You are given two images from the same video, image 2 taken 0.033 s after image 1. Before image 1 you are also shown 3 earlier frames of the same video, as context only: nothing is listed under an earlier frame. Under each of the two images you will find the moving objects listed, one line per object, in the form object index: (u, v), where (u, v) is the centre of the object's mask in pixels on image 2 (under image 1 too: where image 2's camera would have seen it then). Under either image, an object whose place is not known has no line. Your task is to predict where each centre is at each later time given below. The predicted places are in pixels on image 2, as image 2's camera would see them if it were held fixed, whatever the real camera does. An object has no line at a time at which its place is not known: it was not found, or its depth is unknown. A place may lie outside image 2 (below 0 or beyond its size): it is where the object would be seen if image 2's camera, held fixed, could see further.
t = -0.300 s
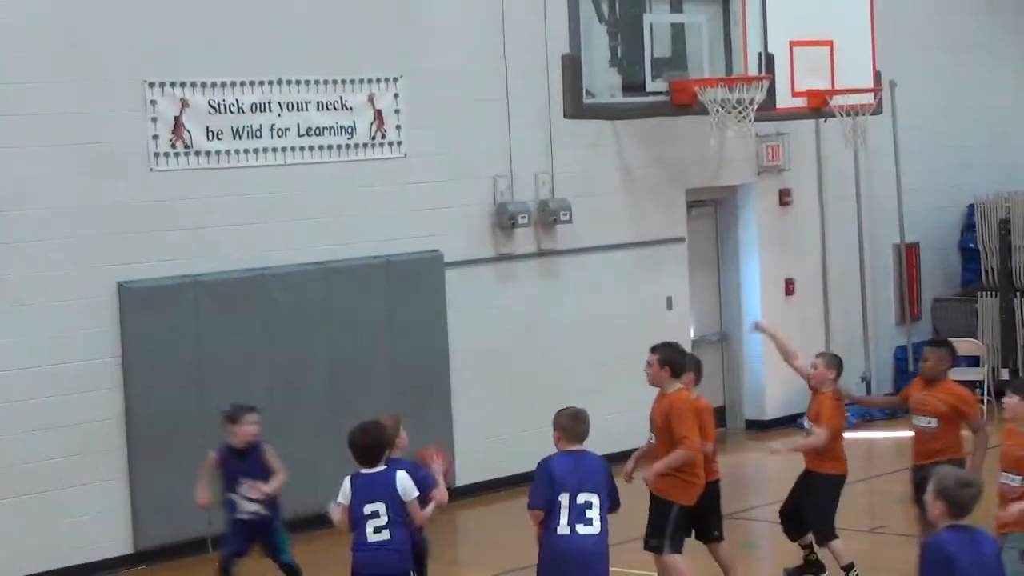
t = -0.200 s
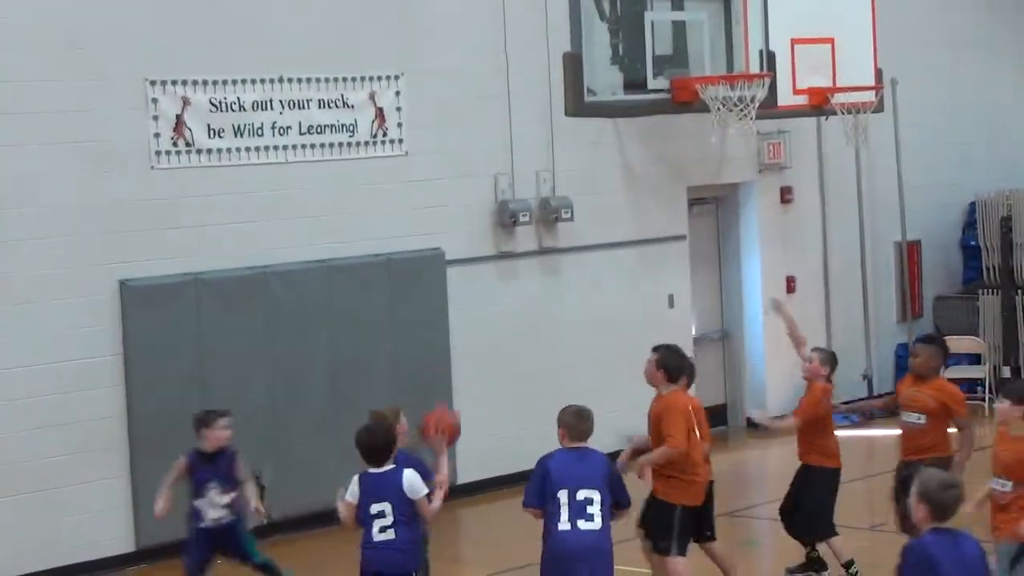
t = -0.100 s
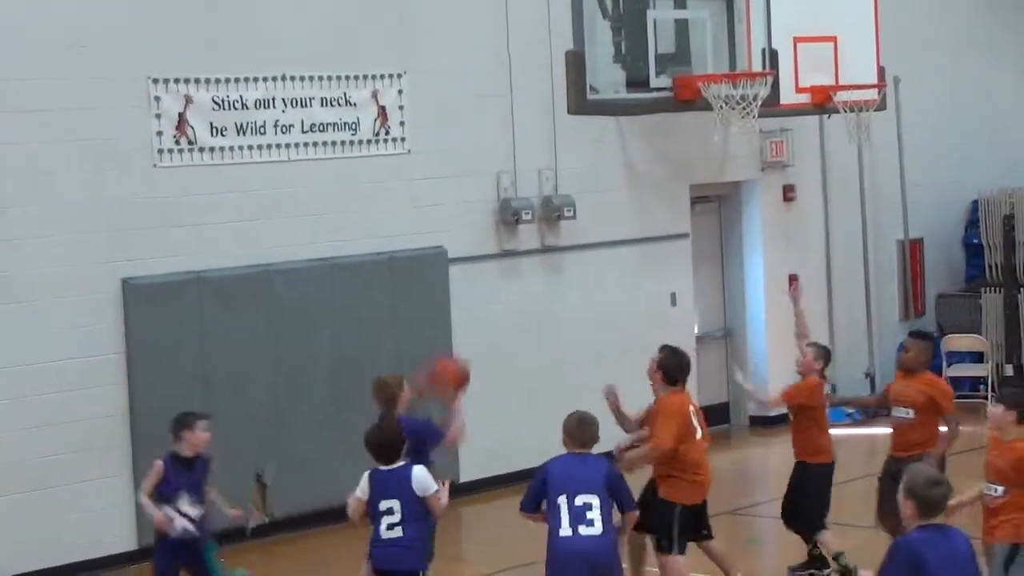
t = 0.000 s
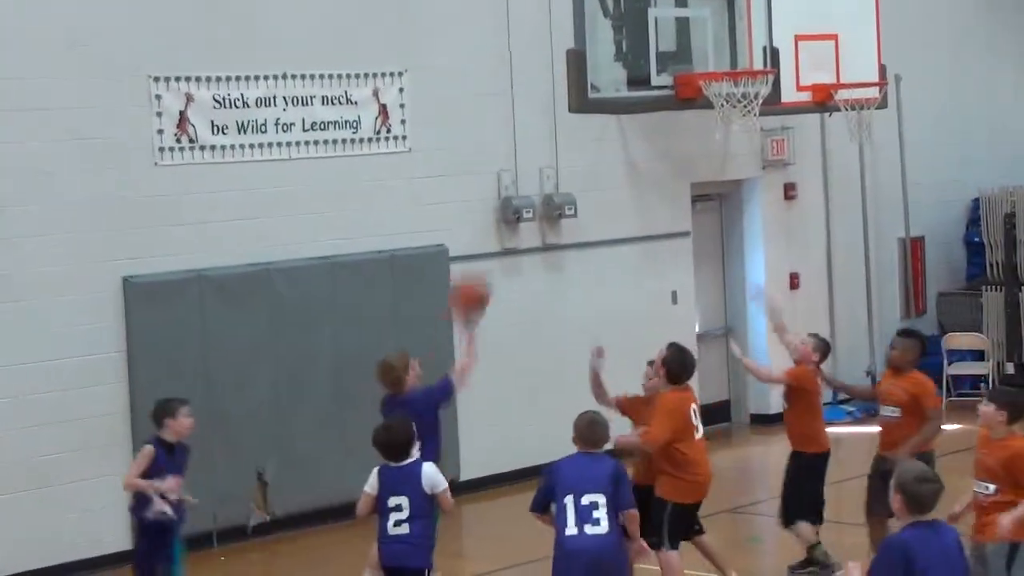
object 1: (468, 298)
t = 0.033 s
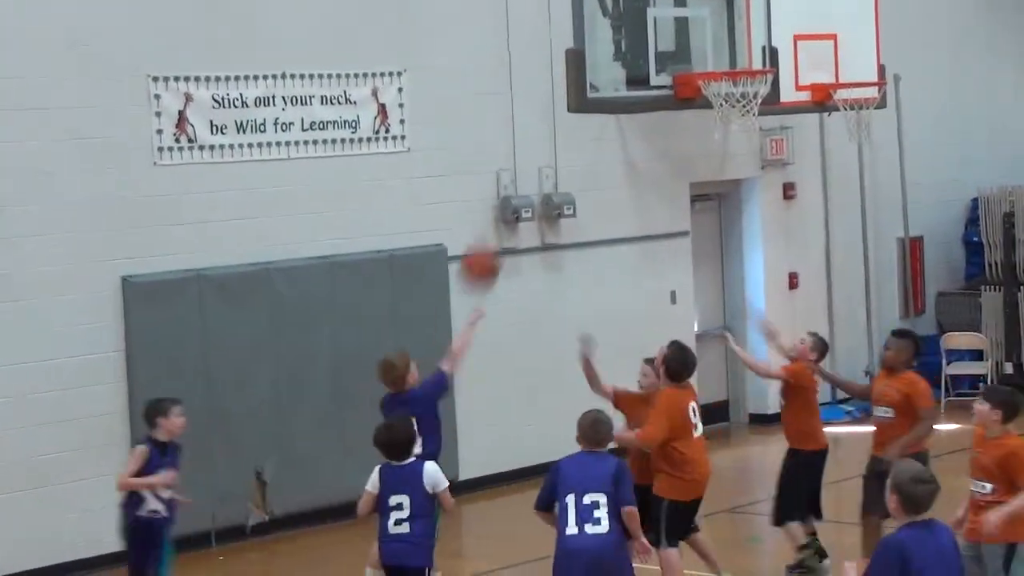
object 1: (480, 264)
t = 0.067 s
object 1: (493, 238)
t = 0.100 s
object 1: (504, 212)
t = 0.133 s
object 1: (517, 187)
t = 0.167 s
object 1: (531, 166)
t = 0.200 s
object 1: (543, 148)
